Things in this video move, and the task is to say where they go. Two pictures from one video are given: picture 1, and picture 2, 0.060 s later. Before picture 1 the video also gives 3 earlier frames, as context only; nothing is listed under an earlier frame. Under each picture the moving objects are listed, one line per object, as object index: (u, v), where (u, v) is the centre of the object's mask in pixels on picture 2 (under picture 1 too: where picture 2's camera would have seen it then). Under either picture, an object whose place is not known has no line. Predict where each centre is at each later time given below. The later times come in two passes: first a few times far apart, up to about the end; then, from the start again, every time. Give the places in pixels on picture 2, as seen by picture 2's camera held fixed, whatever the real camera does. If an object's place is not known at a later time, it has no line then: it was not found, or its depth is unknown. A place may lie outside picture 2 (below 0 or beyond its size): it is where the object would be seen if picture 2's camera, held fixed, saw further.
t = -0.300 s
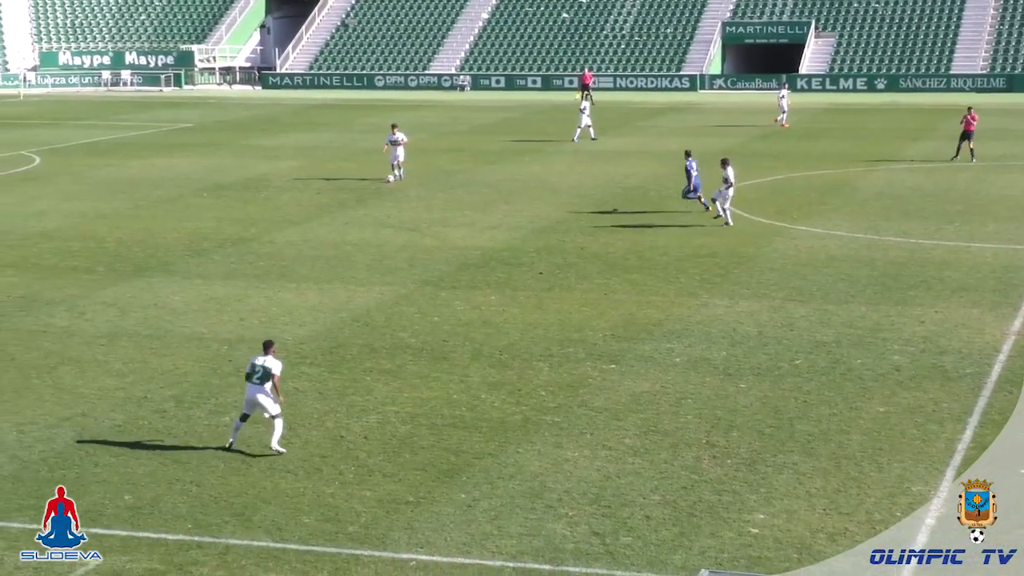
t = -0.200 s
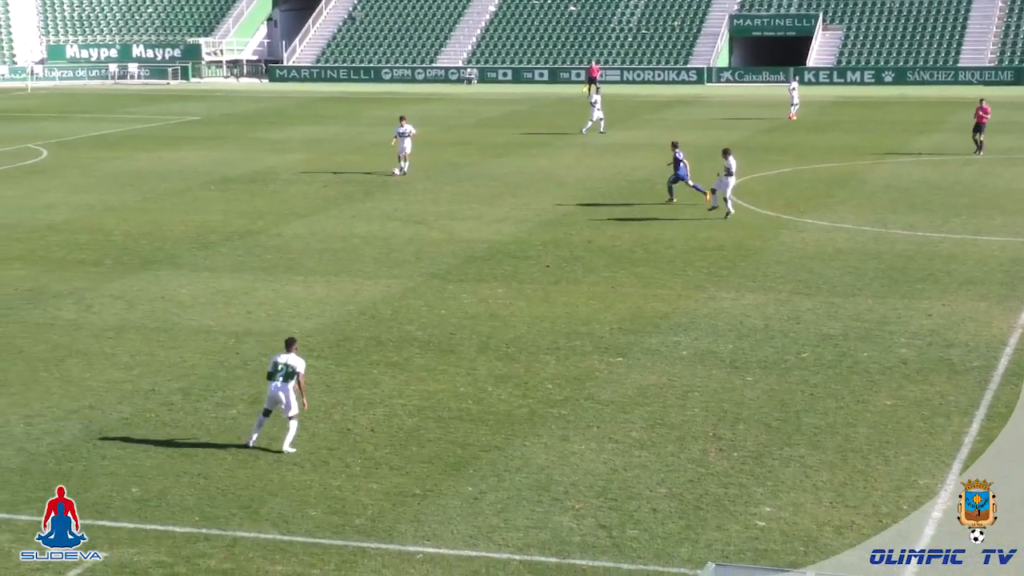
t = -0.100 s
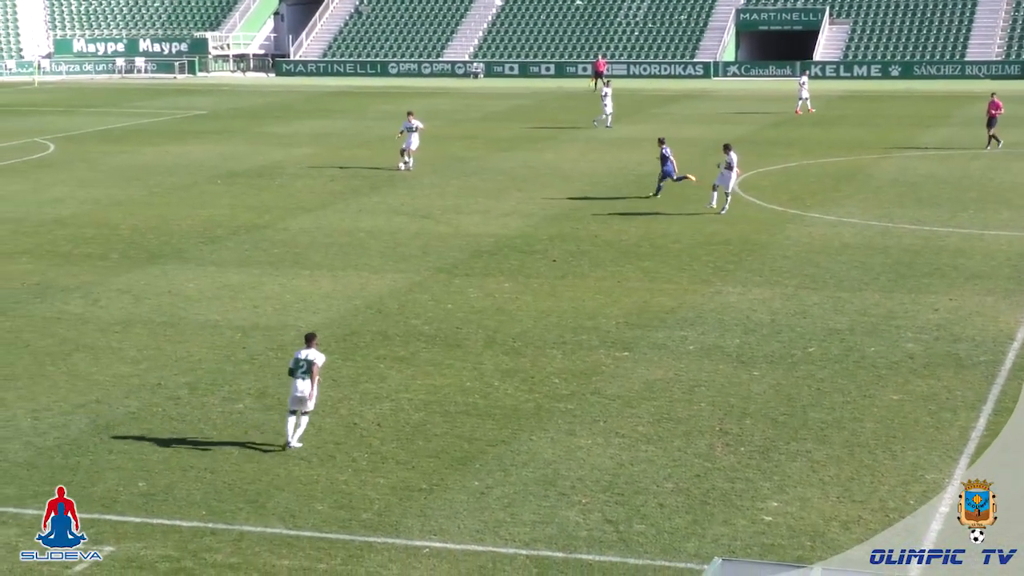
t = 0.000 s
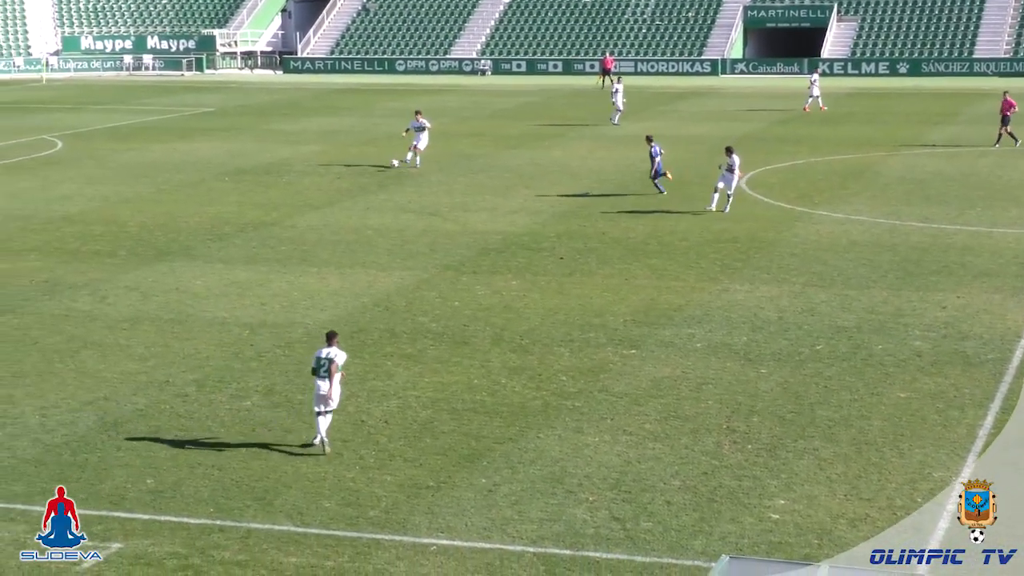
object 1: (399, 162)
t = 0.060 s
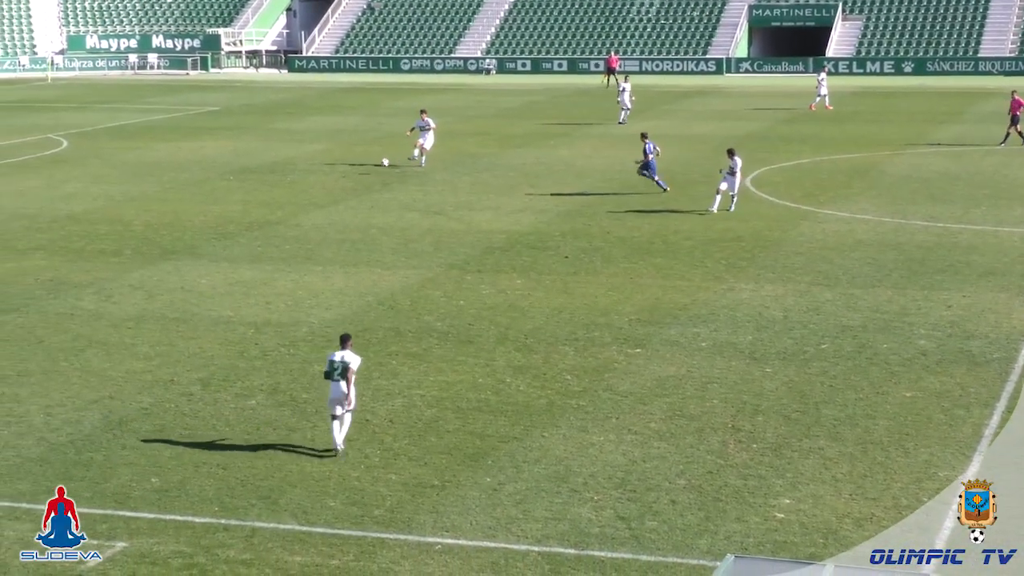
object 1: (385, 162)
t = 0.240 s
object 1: (340, 172)
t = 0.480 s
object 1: (279, 200)
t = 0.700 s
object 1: (225, 212)
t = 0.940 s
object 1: (169, 228)
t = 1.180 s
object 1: (114, 252)
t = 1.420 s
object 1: (61, 265)
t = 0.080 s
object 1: (380, 163)
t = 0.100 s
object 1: (375, 163)
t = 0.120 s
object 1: (370, 164)
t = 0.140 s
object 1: (365, 165)
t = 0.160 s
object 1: (360, 166)
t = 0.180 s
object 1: (355, 167)
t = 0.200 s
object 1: (351, 169)
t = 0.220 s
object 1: (346, 170)
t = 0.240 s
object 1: (340, 172)
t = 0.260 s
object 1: (335, 174)
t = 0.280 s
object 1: (330, 176)
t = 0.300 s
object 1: (325, 178)
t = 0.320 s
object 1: (320, 181)
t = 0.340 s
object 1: (314, 184)
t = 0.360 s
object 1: (309, 187)
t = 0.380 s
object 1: (304, 189)
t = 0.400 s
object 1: (299, 193)
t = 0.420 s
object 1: (293, 197)
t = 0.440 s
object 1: (288, 200)
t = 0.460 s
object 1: (283, 200)
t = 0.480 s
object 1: (279, 200)
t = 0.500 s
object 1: (274, 200)
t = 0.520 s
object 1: (270, 200)
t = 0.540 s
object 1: (265, 201)
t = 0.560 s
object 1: (260, 202)
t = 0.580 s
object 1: (255, 202)
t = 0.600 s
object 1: (251, 203)
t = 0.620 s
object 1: (245, 204)
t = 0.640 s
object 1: (240, 206)
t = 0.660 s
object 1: (235, 208)
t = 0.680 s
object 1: (231, 210)
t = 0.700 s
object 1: (225, 212)
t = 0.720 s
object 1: (220, 215)
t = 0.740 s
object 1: (215, 217)
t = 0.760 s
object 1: (210, 219)
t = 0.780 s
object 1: (205, 223)
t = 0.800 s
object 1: (200, 226)
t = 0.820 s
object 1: (196, 227)
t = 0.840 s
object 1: (191, 227)
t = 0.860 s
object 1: (186, 227)
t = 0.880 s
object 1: (183, 227)
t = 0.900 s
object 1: (178, 227)
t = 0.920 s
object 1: (174, 227)
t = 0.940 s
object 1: (169, 228)
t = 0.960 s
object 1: (164, 229)
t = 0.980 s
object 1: (160, 230)
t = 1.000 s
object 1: (156, 231)
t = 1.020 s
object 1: (151, 233)
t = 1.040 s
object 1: (146, 235)
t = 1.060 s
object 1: (142, 237)
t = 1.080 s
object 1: (137, 239)
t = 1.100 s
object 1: (133, 241)
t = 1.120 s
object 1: (128, 244)
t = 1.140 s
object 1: (123, 247)
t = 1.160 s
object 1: (118, 251)
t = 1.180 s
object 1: (114, 252)
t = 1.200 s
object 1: (110, 252)
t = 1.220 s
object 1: (105, 252)
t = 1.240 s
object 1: (100, 253)
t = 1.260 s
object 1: (97, 253)
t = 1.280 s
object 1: (92, 254)
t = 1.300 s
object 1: (87, 255)
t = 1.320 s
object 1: (83, 256)
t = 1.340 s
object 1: (79, 257)
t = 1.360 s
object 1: (74, 259)
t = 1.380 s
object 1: (69, 261)
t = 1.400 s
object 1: (65, 264)
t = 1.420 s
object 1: (61, 265)
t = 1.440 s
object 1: (56, 268)
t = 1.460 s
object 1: (51, 270)
